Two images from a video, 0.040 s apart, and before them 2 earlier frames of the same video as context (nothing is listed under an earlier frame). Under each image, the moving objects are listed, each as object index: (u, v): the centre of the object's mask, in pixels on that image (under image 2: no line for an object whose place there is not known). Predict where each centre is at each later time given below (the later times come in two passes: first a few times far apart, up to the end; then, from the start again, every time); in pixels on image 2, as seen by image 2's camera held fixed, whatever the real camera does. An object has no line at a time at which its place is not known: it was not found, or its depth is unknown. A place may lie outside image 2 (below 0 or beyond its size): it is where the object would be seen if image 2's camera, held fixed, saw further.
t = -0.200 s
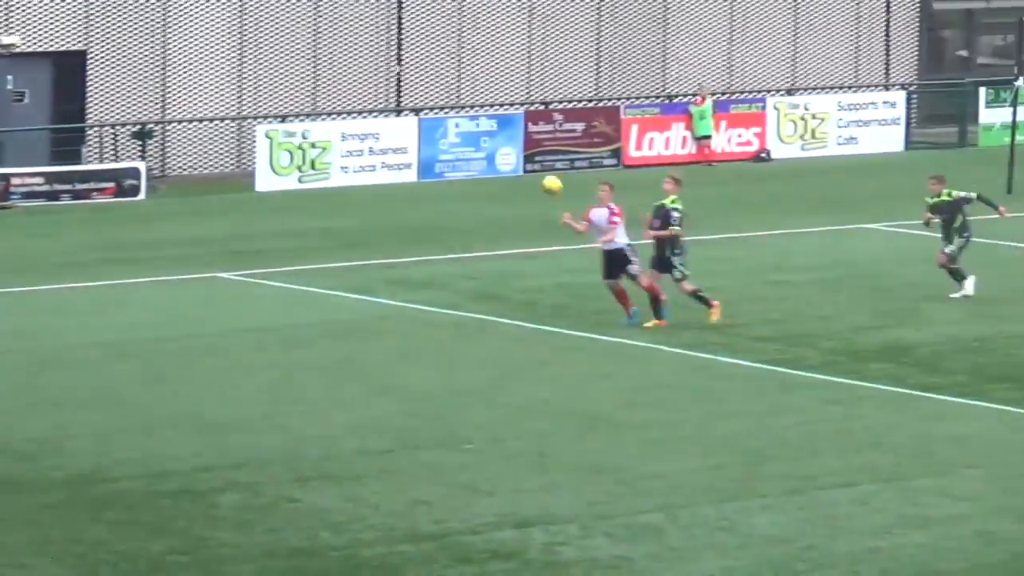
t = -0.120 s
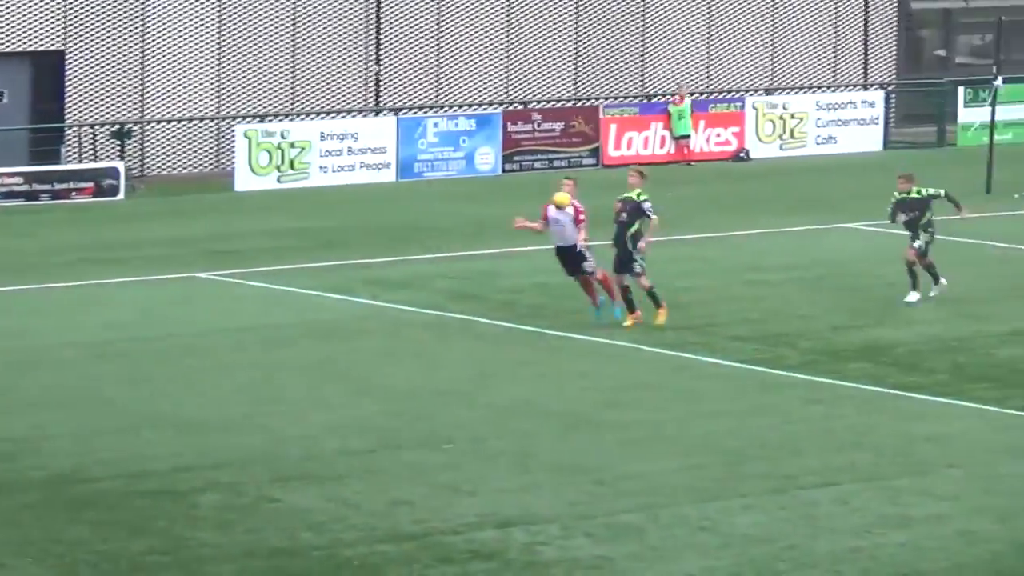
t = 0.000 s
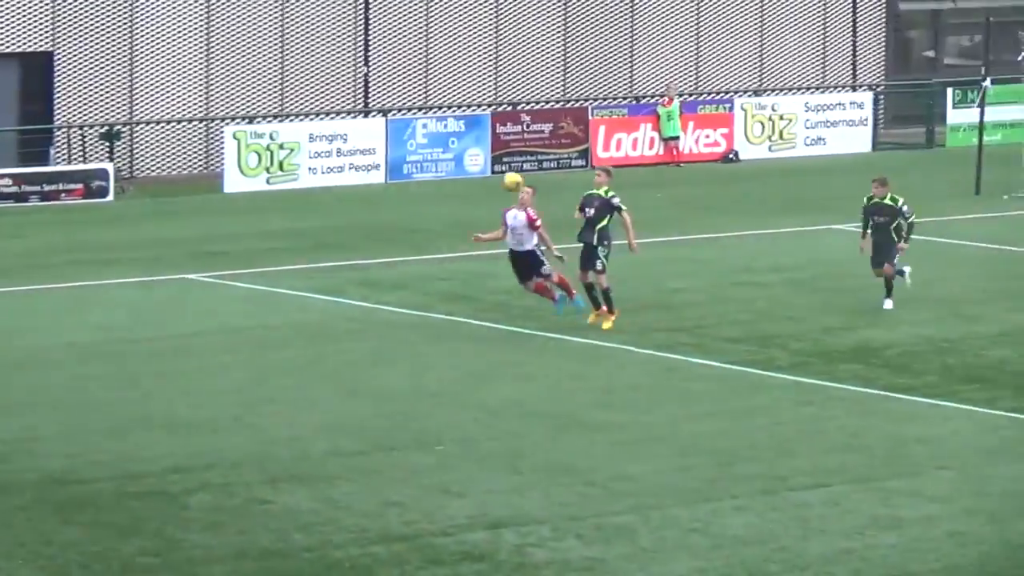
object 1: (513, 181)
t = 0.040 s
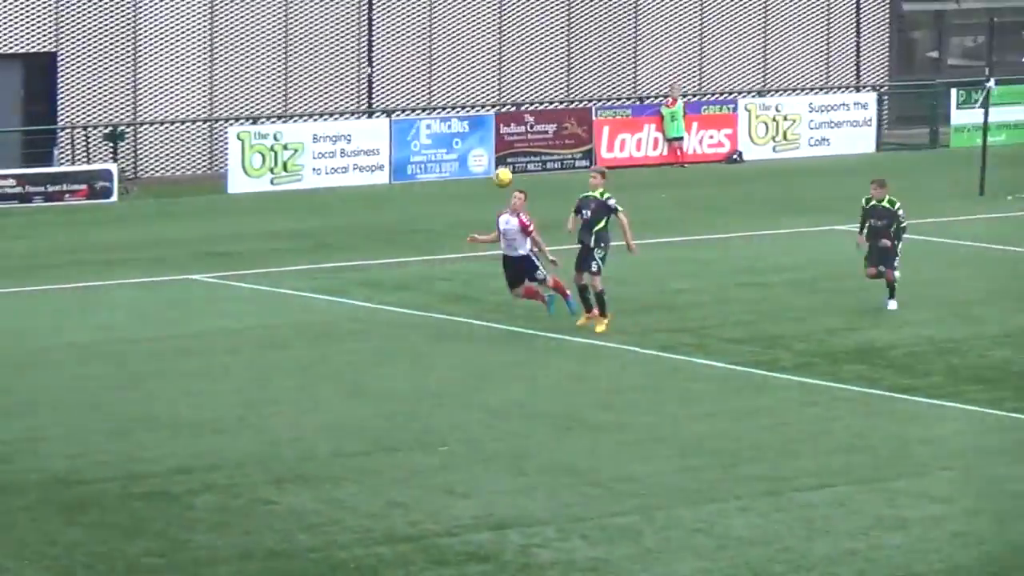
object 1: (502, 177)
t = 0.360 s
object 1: (386, 195)
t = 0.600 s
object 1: (288, 273)
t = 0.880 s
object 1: (165, 427)
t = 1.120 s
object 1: (119, 359)
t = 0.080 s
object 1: (489, 175)
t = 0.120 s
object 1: (475, 174)
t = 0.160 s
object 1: (460, 173)
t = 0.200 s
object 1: (446, 174)
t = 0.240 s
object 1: (430, 177)
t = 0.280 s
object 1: (417, 181)
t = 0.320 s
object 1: (401, 188)
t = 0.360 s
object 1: (386, 195)
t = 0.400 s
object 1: (371, 204)
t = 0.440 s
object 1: (355, 214)
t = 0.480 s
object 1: (338, 227)
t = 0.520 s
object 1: (322, 240)
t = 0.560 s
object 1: (305, 255)
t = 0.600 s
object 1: (288, 273)
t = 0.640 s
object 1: (271, 291)
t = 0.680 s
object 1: (253, 311)
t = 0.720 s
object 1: (236, 334)
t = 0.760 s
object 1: (218, 357)
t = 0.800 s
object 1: (200, 383)
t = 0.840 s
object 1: (181, 410)
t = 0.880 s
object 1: (165, 427)
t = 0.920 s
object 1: (158, 411)
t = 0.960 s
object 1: (150, 397)
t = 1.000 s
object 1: (143, 385)
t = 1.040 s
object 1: (135, 375)
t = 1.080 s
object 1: (127, 366)
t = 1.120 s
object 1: (119, 359)
